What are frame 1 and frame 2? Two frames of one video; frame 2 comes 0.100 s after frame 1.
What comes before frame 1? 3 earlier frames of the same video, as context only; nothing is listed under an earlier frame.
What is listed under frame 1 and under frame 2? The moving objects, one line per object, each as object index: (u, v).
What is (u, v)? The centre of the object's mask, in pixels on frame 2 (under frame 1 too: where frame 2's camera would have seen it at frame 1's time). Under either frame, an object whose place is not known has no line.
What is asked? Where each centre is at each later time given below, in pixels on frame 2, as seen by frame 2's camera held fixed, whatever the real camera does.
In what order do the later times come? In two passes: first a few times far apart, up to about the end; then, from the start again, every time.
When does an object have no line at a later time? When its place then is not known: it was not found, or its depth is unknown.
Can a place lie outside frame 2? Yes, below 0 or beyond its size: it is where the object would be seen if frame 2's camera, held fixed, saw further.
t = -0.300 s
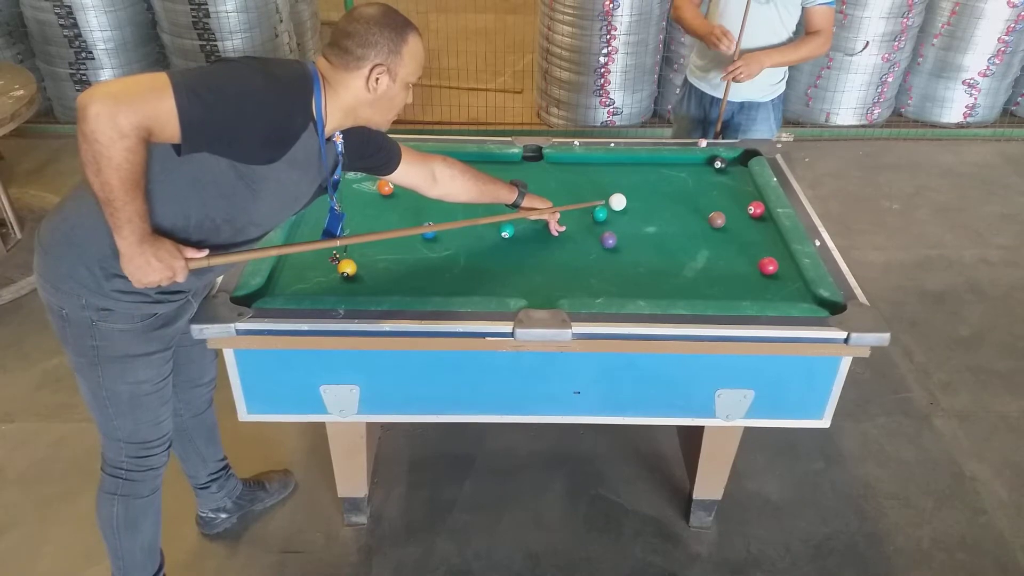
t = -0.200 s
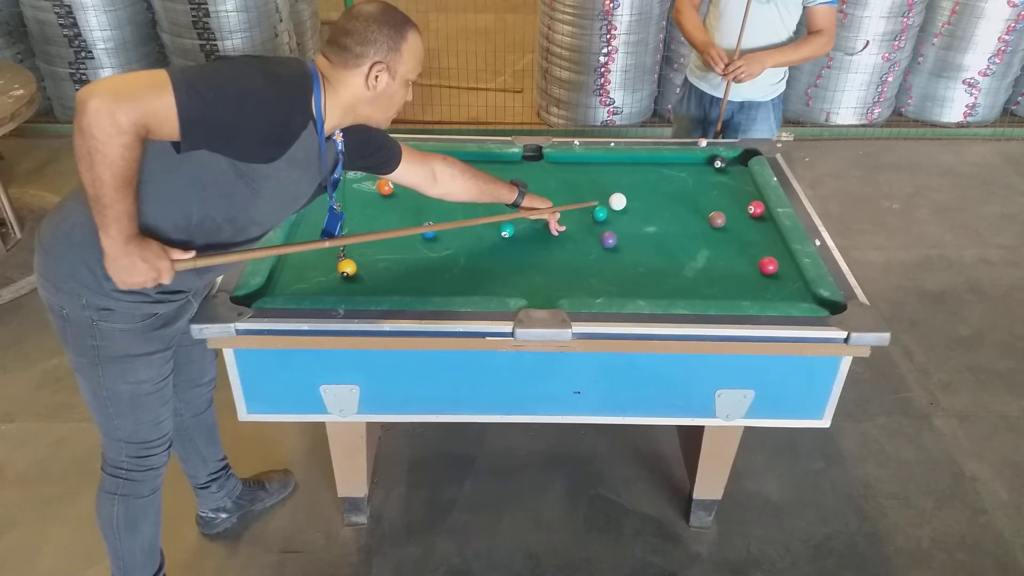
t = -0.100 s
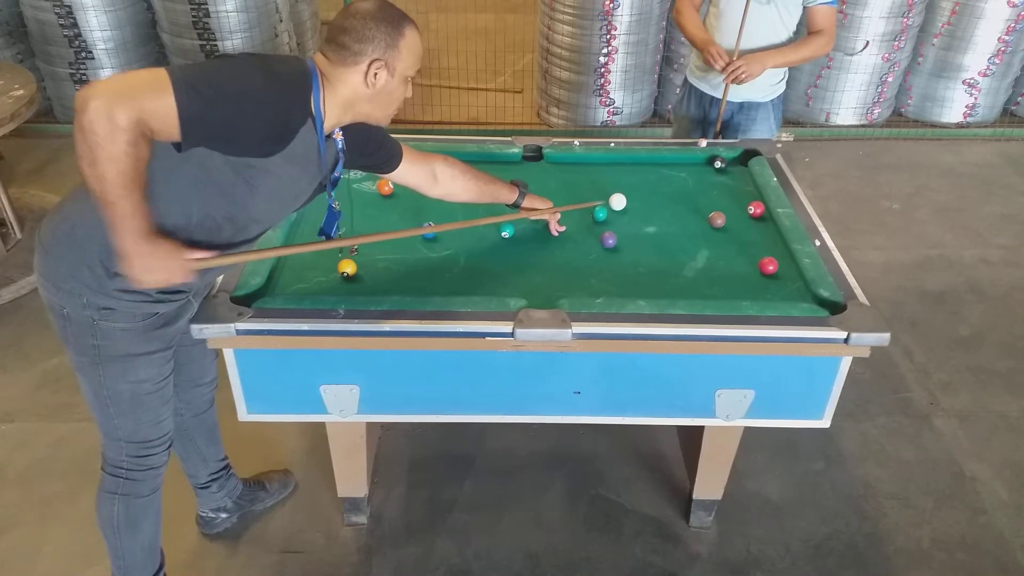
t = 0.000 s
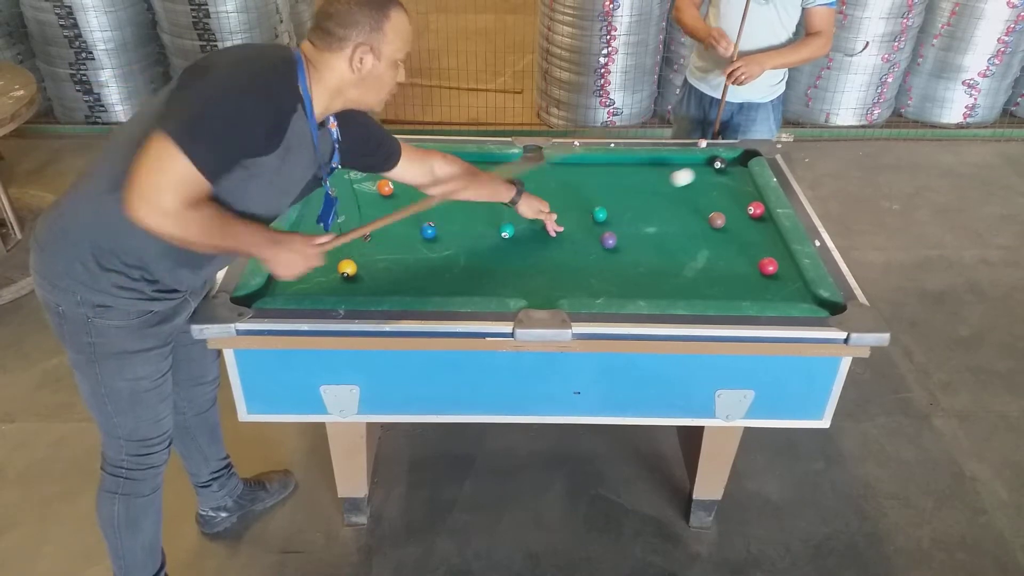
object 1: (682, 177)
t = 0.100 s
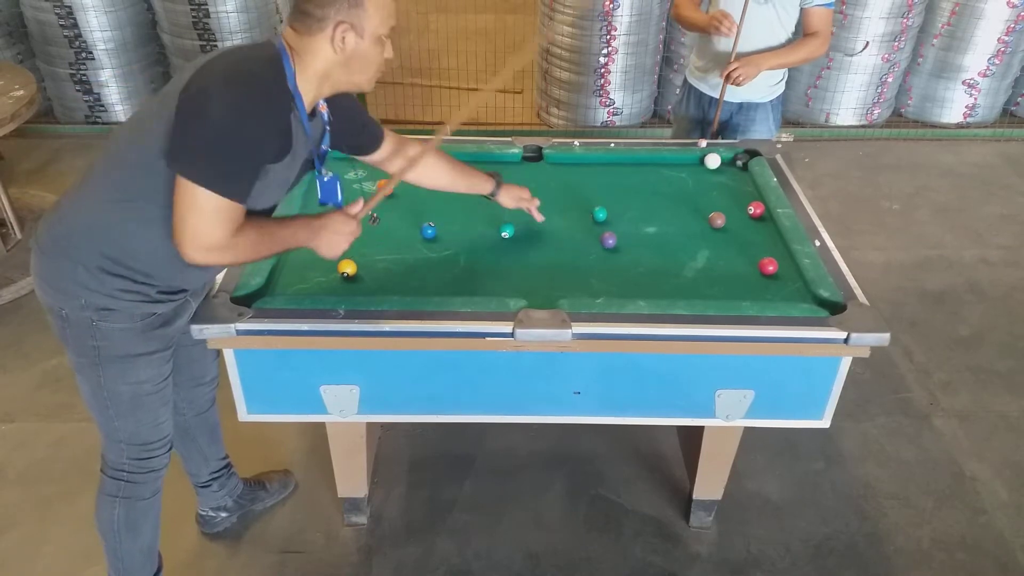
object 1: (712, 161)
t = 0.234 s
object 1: (726, 165)
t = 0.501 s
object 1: (739, 172)
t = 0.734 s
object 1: (732, 174)
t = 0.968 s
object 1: (727, 178)
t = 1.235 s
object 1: (722, 180)
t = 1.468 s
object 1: (719, 181)
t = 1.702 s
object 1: (718, 182)
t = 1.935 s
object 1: (719, 181)
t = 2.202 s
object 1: (719, 181)
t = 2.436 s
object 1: (719, 181)
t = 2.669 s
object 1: (719, 181)
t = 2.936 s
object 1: (719, 181)
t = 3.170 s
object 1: (719, 181)
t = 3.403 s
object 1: (719, 182)
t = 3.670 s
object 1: (718, 181)
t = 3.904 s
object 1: (718, 181)
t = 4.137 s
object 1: (719, 181)
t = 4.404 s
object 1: (719, 182)
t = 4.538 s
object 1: (718, 182)
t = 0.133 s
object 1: (715, 162)
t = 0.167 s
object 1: (718, 163)
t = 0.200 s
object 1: (722, 165)
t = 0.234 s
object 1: (726, 165)
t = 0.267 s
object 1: (728, 166)
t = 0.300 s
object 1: (731, 167)
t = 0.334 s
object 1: (734, 168)
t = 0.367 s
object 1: (736, 169)
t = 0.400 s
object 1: (739, 170)
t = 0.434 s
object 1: (741, 171)
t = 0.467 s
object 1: (740, 171)
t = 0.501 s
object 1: (739, 172)
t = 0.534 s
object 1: (738, 172)
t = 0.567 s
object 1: (737, 172)
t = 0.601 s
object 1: (736, 173)
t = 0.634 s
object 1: (735, 173)
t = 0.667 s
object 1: (734, 173)
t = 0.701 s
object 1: (733, 174)
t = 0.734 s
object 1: (732, 174)
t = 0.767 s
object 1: (731, 175)
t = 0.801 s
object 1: (730, 175)
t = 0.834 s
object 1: (729, 176)
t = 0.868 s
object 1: (729, 176)
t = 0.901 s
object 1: (728, 177)
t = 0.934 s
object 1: (727, 177)
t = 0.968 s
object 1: (727, 178)
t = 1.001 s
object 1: (726, 178)
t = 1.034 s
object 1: (725, 178)
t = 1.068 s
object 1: (725, 178)
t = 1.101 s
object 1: (724, 179)
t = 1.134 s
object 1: (723, 179)
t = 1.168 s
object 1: (723, 179)
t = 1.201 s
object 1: (722, 179)
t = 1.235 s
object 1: (722, 180)
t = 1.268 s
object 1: (721, 180)
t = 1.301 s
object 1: (721, 180)
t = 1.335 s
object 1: (721, 180)
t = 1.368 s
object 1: (720, 181)
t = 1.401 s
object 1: (720, 181)
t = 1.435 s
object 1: (720, 181)
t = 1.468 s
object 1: (719, 181)
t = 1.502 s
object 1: (719, 181)
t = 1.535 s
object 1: (719, 181)
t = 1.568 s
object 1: (719, 181)
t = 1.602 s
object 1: (719, 181)
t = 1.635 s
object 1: (719, 181)
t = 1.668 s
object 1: (719, 181)
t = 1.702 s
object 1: (718, 182)
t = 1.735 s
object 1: (718, 182)
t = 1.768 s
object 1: (718, 182)
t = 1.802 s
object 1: (718, 182)
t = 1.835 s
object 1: (718, 182)
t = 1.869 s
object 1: (719, 181)
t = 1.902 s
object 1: (719, 181)
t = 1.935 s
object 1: (719, 181)
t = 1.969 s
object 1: (719, 181)
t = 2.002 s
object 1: (719, 181)
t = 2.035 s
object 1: (719, 181)
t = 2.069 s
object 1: (719, 181)
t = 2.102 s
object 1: (719, 181)
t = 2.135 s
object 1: (718, 181)
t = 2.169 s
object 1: (719, 181)
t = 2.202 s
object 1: (719, 181)
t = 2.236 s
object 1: (719, 181)
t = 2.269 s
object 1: (718, 181)
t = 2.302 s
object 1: (719, 181)
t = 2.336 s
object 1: (719, 181)
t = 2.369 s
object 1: (718, 181)
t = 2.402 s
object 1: (718, 181)
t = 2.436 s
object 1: (719, 181)
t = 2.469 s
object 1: (718, 181)
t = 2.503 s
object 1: (719, 181)
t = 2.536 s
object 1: (719, 181)
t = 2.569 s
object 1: (719, 181)
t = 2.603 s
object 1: (719, 182)
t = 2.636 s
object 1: (719, 181)
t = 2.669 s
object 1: (719, 181)
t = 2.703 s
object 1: (719, 181)
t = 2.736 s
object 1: (719, 181)
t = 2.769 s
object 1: (719, 181)
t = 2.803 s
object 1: (719, 181)
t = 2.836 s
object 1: (718, 181)
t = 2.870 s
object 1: (718, 181)
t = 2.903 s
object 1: (718, 181)
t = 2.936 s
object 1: (719, 181)
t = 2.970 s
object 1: (719, 181)
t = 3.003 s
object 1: (718, 181)
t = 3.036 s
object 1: (718, 181)
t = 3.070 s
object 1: (718, 181)
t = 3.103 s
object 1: (718, 182)
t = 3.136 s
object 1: (718, 182)
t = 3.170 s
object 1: (719, 181)
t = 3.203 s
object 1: (718, 181)
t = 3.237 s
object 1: (718, 181)
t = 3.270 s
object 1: (718, 181)
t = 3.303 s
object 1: (718, 181)
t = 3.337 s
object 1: (718, 181)
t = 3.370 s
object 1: (719, 181)
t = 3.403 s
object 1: (719, 182)
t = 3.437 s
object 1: (718, 182)
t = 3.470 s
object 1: (719, 182)
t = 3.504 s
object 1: (719, 182)
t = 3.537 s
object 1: (718, 182)
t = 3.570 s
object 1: (718, 182)
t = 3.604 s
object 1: (718, 182)
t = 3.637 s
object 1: (718, 181)
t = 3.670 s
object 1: (718, 181)
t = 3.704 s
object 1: (718, 181)
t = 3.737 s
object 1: (718, 181)
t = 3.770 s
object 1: (718, 181)
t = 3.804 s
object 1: (719, 181)
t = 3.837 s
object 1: (719, 181)
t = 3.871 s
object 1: (719, 181)
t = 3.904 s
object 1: (718, 181)
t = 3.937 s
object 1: (719, 181)
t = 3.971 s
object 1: (719, 181)
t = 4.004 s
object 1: (719, 181)
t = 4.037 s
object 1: (719, 181)
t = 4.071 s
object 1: (719, 181)
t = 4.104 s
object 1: (719, 181)
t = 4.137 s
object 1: (719, 181)
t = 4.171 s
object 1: (719, 181)
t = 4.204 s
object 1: (718, 181)
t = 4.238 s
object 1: (718, 181)
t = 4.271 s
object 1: (719, 181)
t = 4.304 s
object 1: (718, 181)
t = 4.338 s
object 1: (719, 181)
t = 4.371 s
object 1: (719, 181)
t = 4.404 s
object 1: (719, 182)
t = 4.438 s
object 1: (718, 182)
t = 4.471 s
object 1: (718, 181)
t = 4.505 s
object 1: (718, 182)
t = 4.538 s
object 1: (718, 182)
